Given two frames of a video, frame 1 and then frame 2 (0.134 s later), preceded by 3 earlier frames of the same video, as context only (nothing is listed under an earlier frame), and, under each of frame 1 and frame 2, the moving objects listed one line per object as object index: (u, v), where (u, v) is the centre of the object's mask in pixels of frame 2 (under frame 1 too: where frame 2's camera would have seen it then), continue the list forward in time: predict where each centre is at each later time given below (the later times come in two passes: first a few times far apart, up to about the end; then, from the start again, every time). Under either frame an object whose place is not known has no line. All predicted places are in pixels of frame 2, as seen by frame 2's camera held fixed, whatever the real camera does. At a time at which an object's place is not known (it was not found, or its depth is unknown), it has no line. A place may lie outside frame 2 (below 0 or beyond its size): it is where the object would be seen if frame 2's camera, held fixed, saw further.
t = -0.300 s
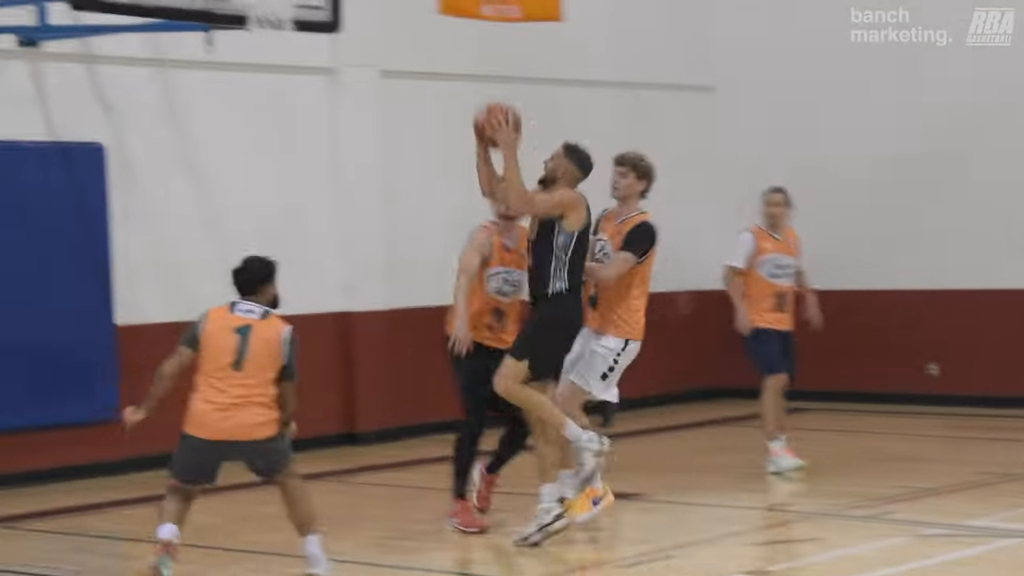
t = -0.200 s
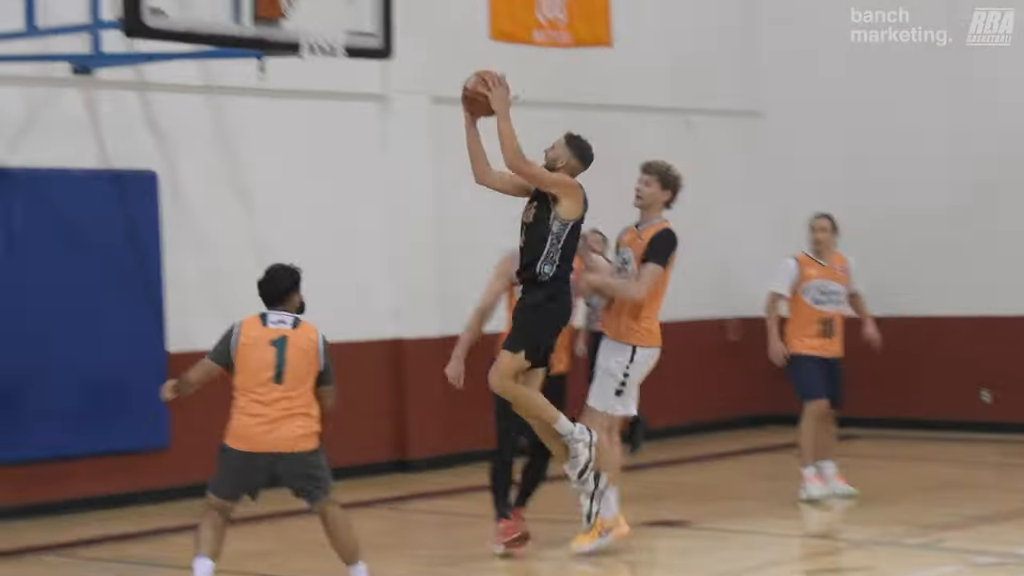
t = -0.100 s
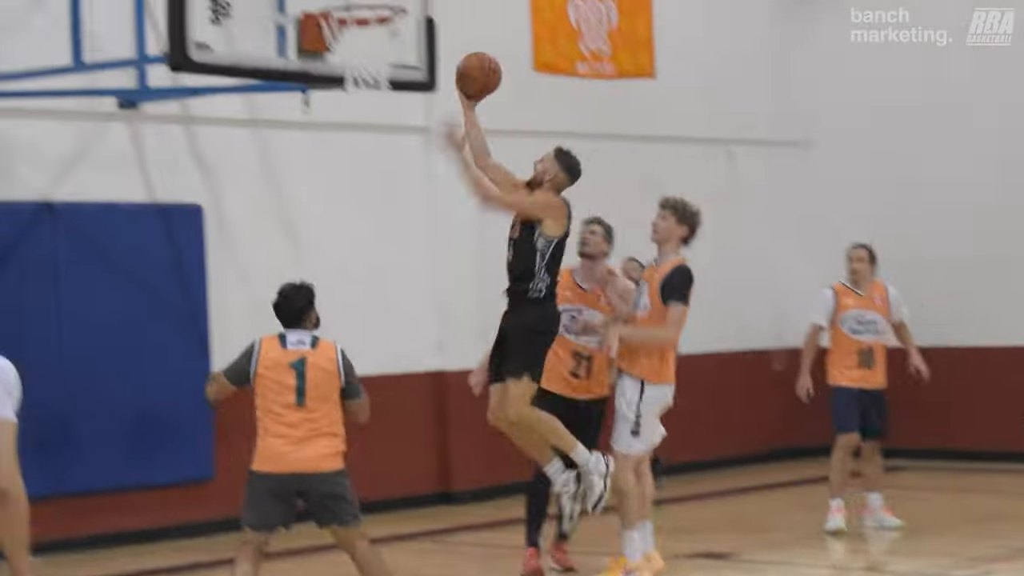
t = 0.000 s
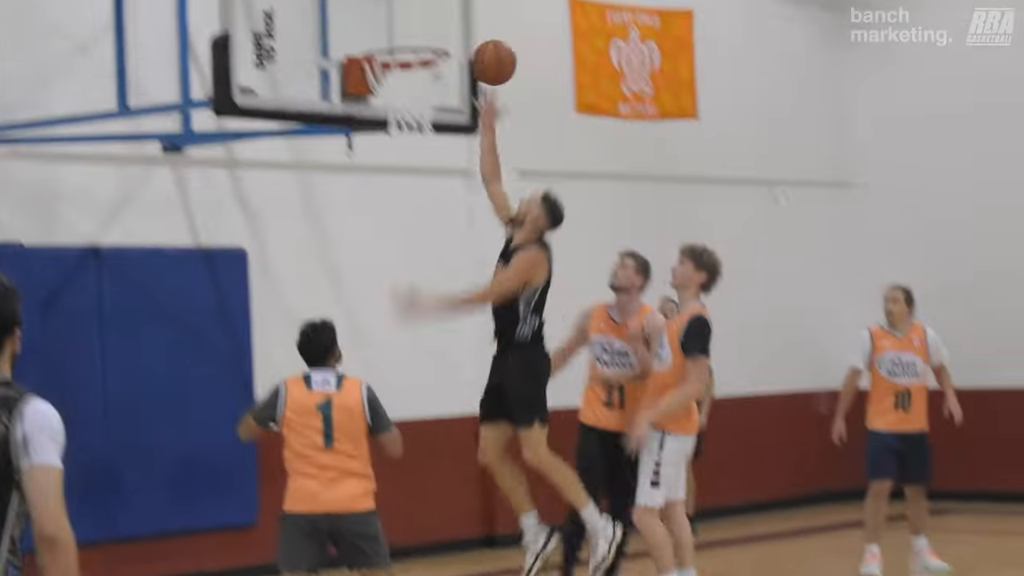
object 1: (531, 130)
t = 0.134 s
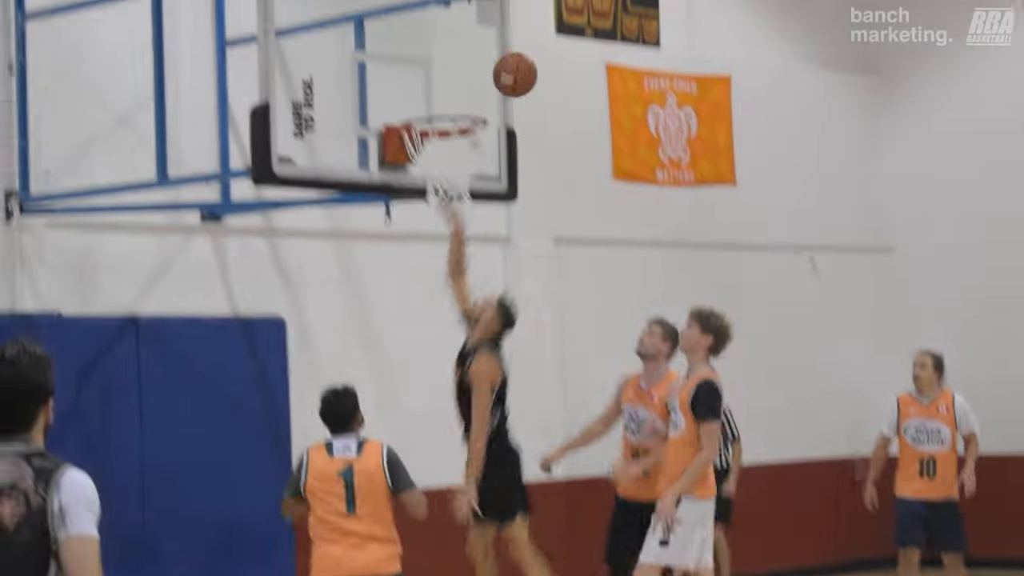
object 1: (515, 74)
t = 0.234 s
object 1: (503, 53)
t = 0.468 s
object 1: (478, 80)
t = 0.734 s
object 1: (435, 134)
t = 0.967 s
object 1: (432, 188)
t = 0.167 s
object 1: (511, 65)
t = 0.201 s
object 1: (507, 58)
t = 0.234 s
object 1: (503, 53)
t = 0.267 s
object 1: (499, 51)
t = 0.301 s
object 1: (496, 50)
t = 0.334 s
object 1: (492, 51)
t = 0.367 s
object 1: (488, 55)
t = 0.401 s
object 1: (485, 62)
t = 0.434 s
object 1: (482, 70)
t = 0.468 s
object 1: (478, 80)
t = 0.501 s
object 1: (476, 92)
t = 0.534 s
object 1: (471, 100)
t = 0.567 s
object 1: (464, 101)
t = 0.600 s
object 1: (458, 103)
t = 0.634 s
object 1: (452, 107)
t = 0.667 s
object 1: (447, 114)
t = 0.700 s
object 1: (440, 125)
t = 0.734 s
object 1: (435, 134)
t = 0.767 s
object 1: (433, 140)
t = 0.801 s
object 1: (433, 145)
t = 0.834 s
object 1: (430, 152)
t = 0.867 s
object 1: (430, 163)
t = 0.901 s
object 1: (431, 172)
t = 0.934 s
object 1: (431, 180)
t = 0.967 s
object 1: (432, 188)
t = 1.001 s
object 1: (434, 201)
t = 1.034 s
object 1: (435, 211)
